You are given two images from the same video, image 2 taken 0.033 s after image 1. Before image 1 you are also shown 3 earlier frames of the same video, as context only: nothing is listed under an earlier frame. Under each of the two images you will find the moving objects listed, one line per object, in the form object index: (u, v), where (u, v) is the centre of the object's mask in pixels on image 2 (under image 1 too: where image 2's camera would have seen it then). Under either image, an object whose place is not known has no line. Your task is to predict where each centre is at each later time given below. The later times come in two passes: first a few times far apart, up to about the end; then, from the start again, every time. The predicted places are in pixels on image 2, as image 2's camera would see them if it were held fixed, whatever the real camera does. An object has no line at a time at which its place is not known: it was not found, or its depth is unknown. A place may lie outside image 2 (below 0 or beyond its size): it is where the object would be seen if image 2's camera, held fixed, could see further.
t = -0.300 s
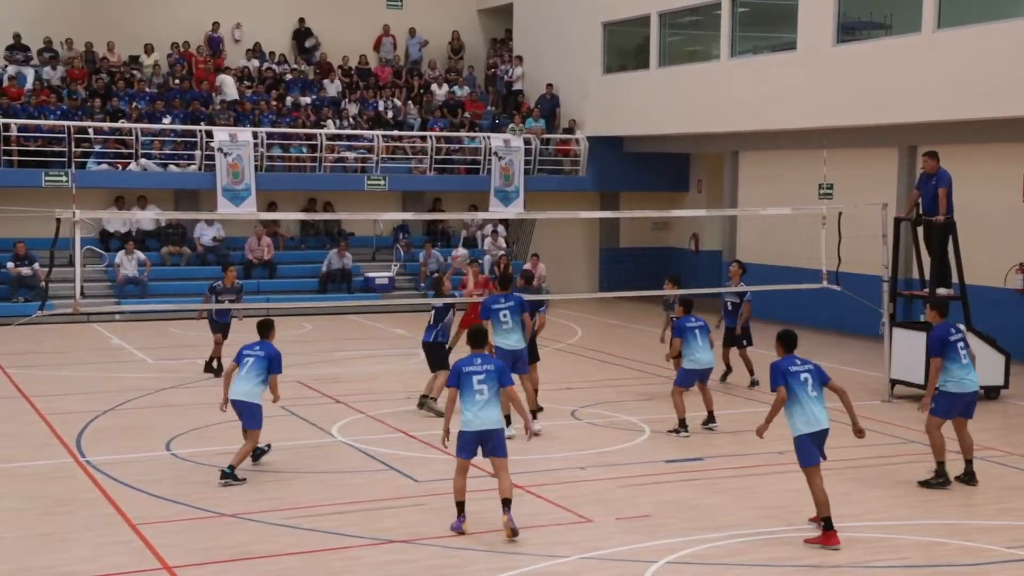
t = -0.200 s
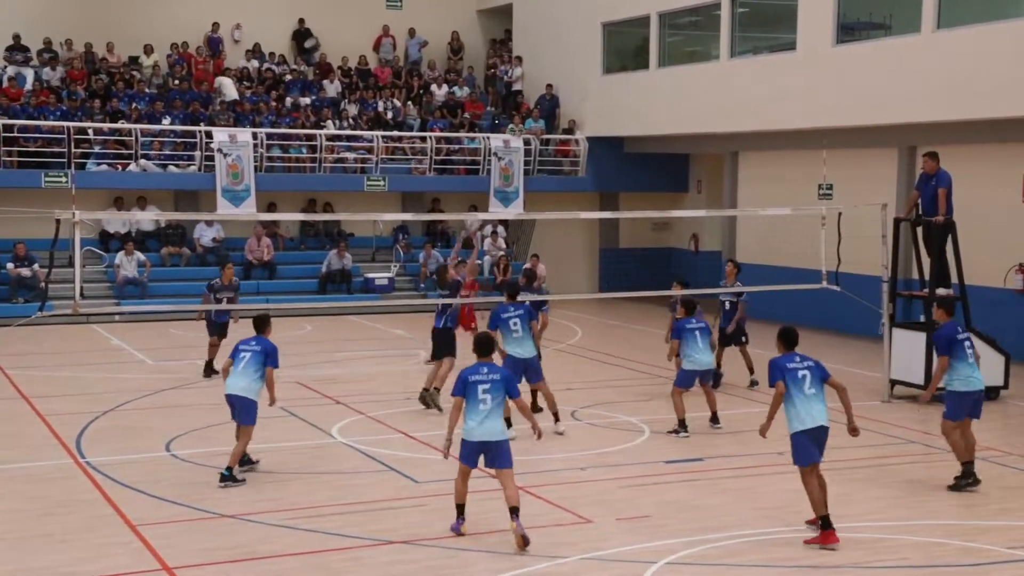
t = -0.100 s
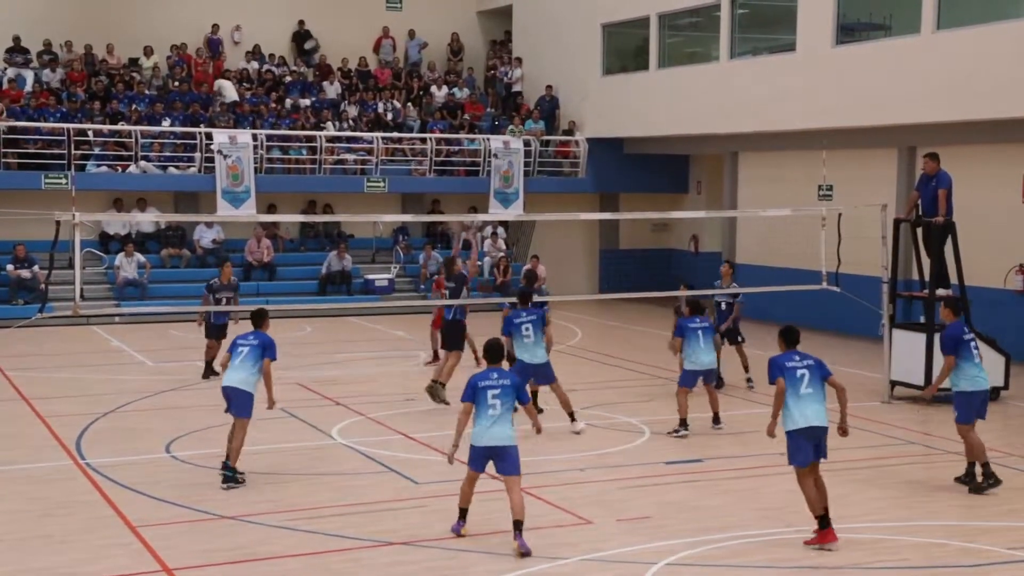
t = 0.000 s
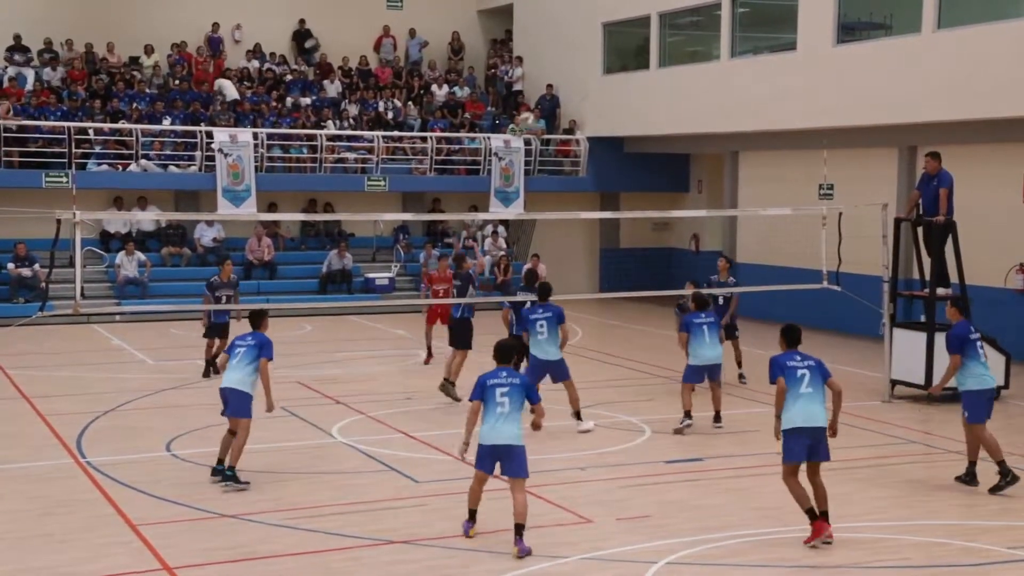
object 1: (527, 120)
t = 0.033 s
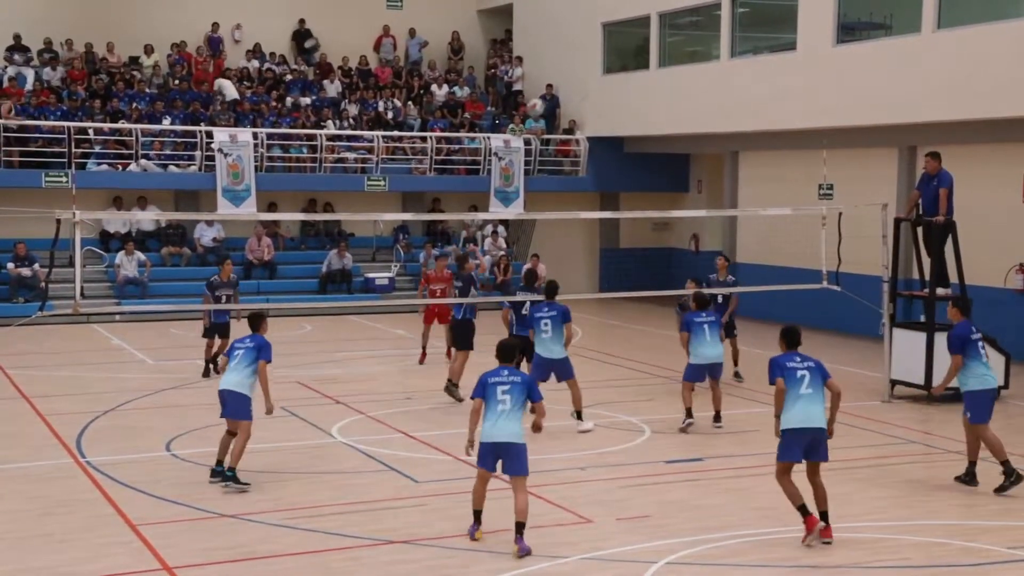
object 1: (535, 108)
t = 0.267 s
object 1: (593, 40)
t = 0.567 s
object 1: (664, 18)
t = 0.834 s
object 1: (722, 57)
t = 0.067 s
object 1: (544, 95)
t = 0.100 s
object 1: (553, 82)
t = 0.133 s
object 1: (560, 73)
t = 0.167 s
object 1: (570, 62)
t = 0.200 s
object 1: (578, 54)
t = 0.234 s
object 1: (586, 47)
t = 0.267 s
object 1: (593, 40)
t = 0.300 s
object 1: (602, 34)
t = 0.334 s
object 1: (609, 28)
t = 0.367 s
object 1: (617, 23)
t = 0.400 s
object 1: (625, 21)
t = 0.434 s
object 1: (632, 19)
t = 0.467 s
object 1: (641, 18)
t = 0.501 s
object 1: (649, 18)
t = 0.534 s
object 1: (657, 18)
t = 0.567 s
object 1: (664, 18)
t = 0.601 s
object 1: (671, 20)
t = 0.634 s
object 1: (679, 22)
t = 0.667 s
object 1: (686, 26)
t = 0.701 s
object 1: (694, 31)
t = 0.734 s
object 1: (701, 36)
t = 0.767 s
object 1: (708, 41)
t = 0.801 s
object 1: (715, 48)
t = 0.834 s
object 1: (722, 57)
